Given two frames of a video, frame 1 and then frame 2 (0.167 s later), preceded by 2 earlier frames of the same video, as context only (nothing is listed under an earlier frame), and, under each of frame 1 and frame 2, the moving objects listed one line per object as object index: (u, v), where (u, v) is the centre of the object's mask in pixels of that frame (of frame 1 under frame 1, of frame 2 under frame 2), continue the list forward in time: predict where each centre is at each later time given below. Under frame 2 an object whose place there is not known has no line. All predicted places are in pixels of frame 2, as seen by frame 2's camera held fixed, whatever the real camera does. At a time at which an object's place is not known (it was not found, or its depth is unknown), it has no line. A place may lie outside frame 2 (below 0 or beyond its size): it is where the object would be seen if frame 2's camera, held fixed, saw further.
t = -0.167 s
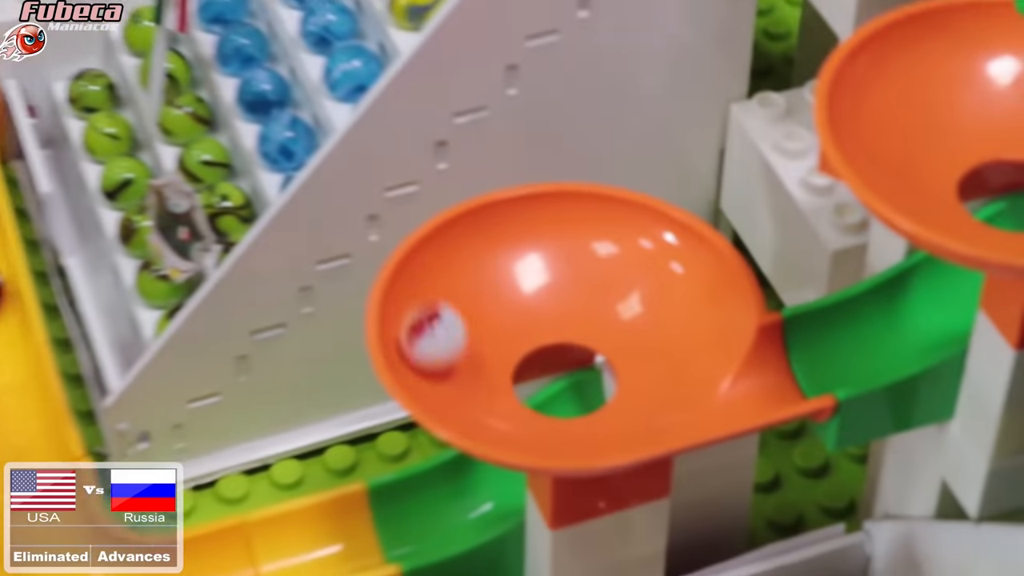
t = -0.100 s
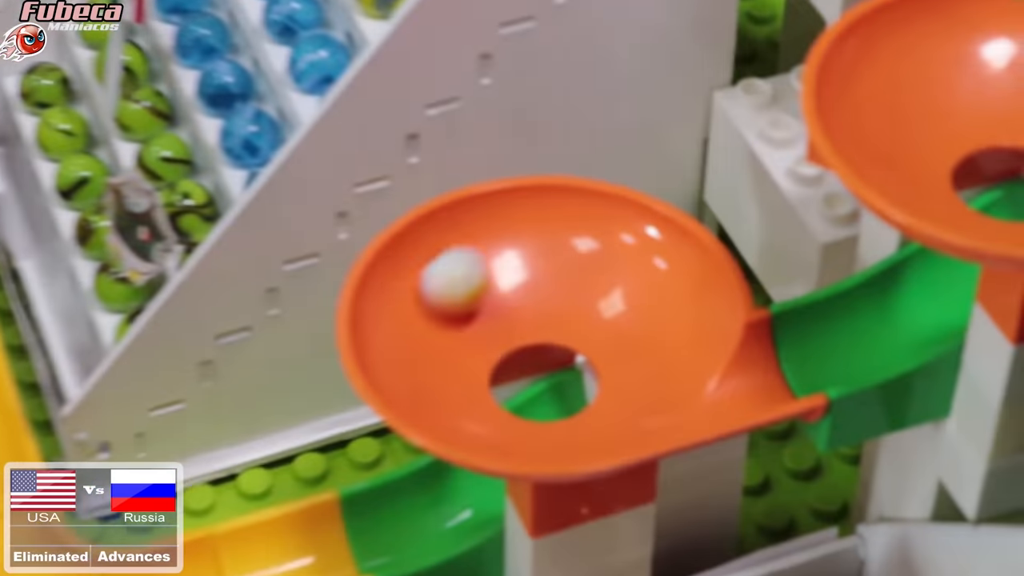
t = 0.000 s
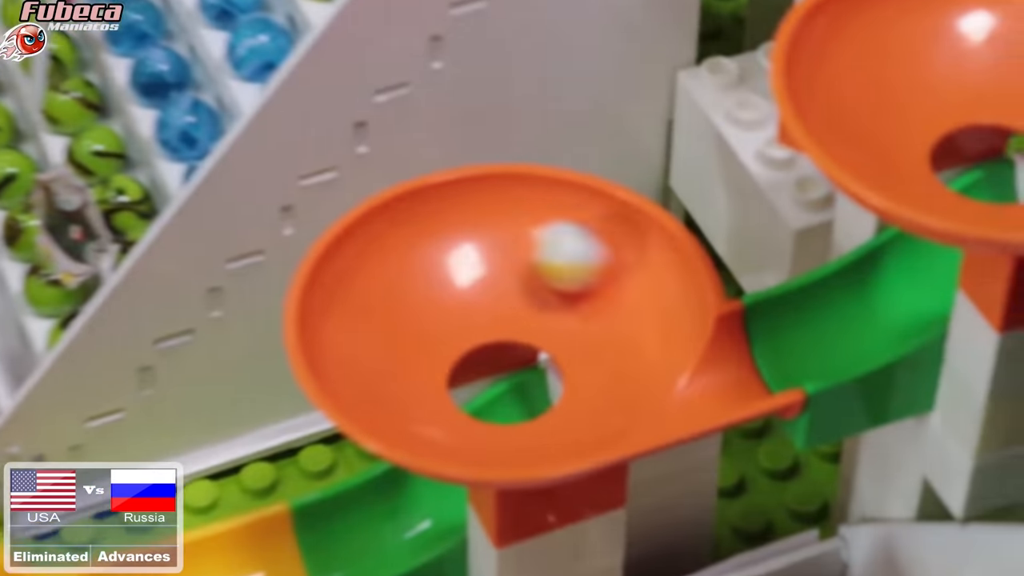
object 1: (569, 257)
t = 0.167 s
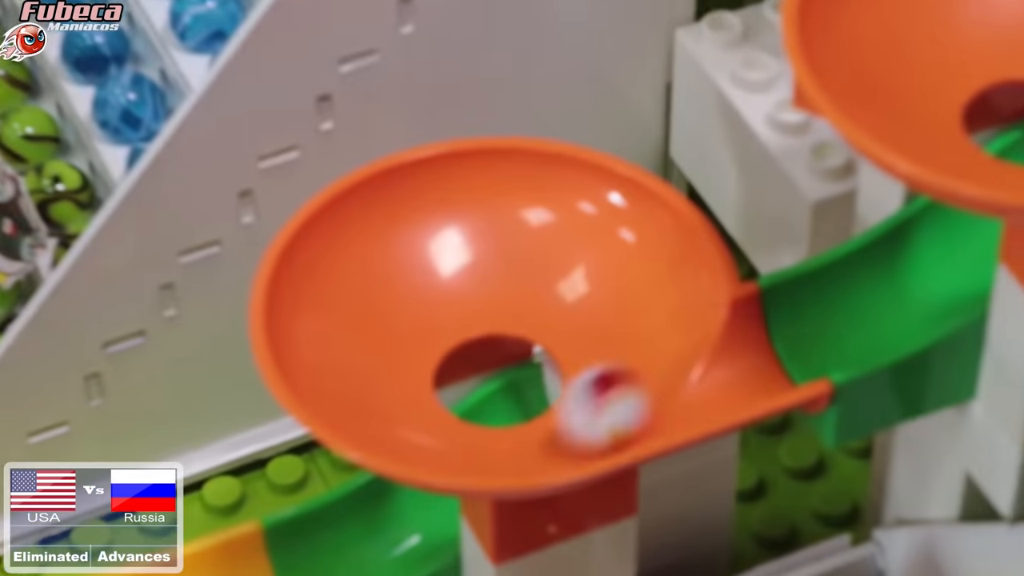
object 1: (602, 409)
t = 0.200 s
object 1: (544, 429)
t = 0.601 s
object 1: (636, 331)
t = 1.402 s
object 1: (362, 318)
